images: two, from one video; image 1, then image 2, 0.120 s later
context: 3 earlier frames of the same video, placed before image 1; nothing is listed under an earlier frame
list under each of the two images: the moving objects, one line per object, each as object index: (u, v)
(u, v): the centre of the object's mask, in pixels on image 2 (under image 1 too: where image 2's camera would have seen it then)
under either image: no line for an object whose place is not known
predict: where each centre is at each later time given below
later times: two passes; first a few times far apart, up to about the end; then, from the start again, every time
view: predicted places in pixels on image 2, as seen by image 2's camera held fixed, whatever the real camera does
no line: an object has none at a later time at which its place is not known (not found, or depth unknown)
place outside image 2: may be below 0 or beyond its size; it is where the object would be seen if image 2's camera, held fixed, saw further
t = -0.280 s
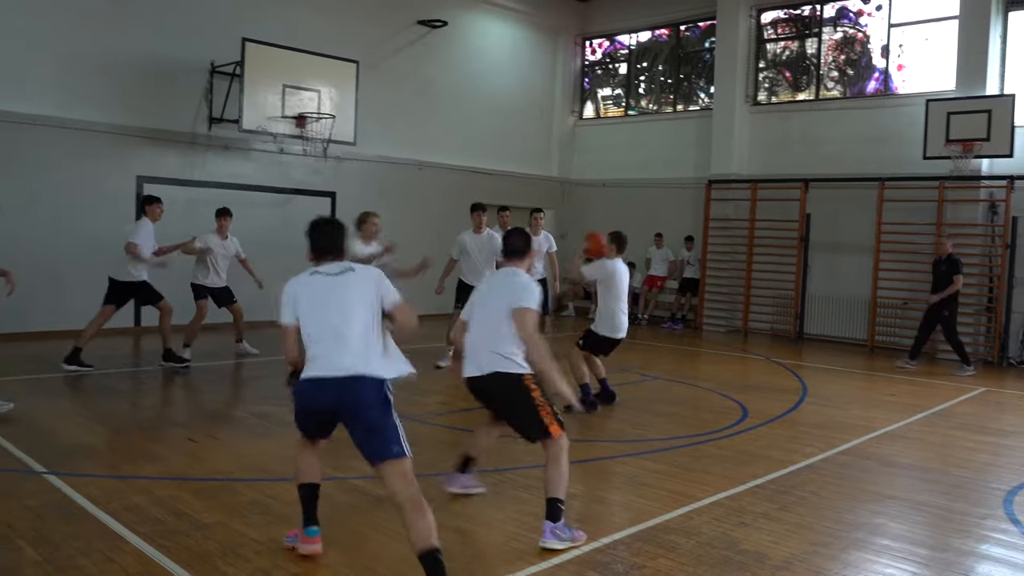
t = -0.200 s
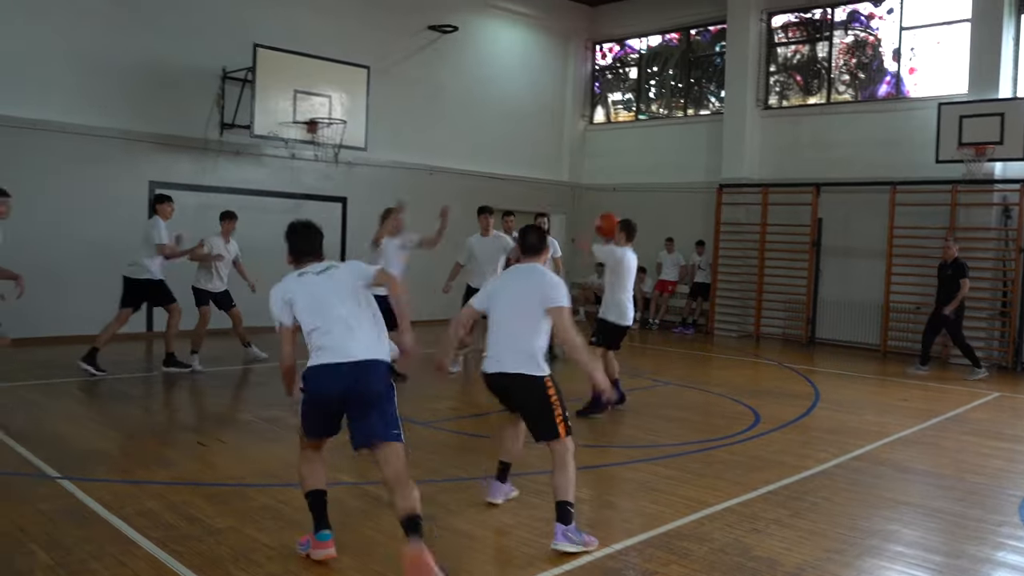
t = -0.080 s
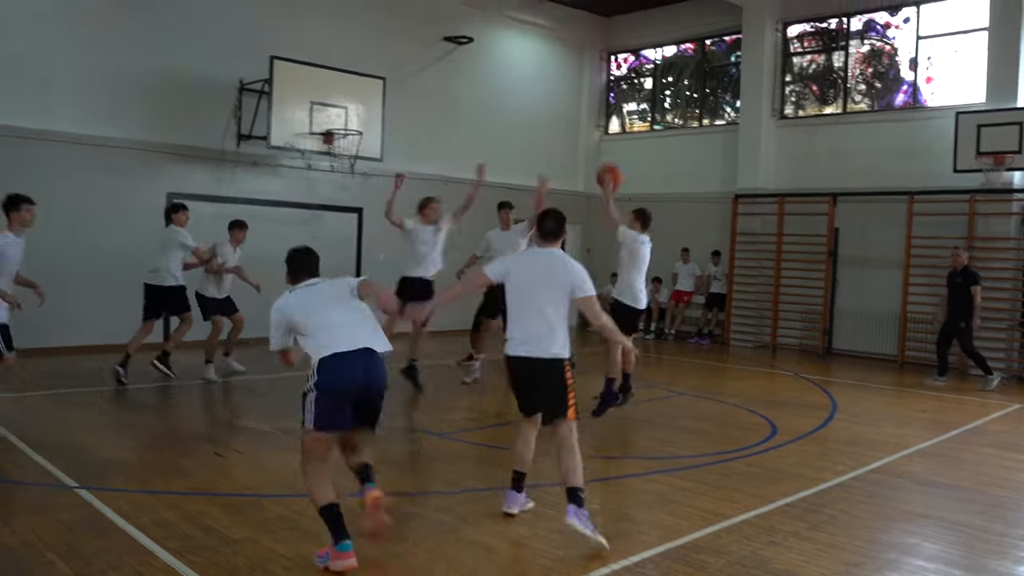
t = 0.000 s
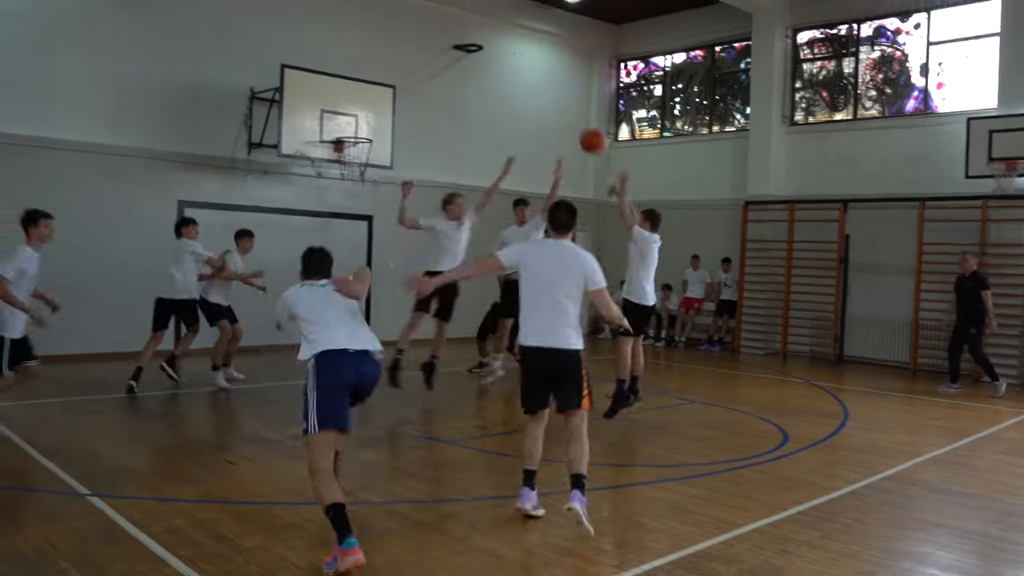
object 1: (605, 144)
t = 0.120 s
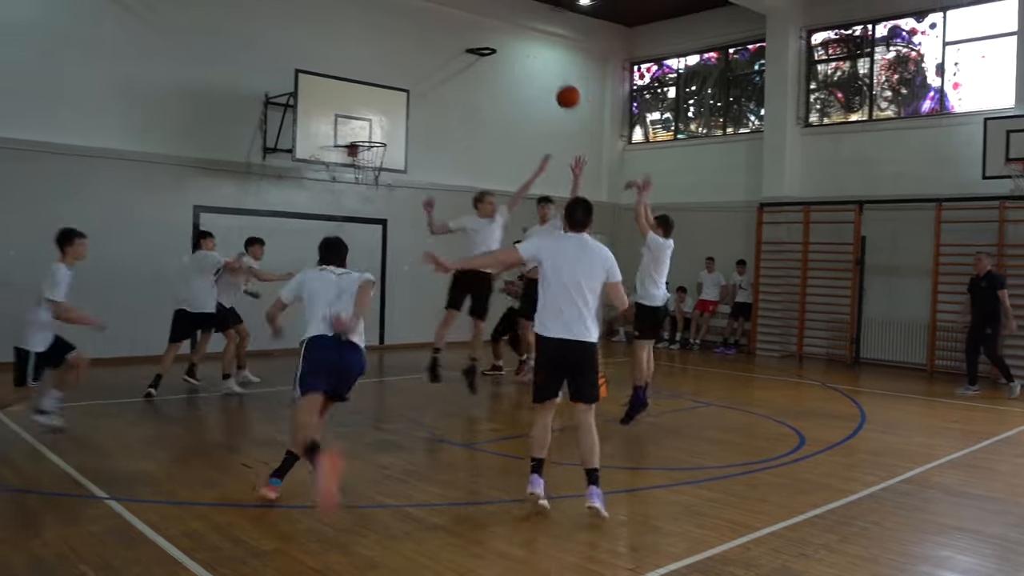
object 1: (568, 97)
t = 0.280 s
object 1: (523, 62)
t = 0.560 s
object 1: (458, 60)
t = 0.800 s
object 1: (409, 104)
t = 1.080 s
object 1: (377, 122)
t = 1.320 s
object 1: (383, 122)
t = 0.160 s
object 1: (556, 86)
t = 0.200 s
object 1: (544, 76)
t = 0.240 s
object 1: (533, 68)
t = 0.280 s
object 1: (523, 62)
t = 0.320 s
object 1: (514, 56)
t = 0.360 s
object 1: (504, 53)
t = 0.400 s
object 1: (495, 52)
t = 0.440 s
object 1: (486, 52)
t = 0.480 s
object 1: (477, 53)
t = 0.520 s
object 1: (467, 55)
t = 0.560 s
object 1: (458, 60)
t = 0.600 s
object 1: (450, 64)
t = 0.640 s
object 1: (441, 70)
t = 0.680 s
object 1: (433, 77)
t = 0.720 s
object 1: (425, 85)
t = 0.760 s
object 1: (417, 94)
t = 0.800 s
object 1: (409, 104)
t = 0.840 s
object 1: (402, 115)
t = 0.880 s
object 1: (395, 127)
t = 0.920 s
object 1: (389, 136)
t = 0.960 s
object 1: (386, 130)
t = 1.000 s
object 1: (383, 127)
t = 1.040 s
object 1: (380, 124)
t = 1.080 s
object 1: (377, 122)
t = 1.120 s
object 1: (374, 122)
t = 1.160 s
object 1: (372, 121)
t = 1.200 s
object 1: (375, 120)
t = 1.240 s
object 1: (377, 119)
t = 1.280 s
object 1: (380, 120)
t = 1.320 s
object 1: (383, 122)
